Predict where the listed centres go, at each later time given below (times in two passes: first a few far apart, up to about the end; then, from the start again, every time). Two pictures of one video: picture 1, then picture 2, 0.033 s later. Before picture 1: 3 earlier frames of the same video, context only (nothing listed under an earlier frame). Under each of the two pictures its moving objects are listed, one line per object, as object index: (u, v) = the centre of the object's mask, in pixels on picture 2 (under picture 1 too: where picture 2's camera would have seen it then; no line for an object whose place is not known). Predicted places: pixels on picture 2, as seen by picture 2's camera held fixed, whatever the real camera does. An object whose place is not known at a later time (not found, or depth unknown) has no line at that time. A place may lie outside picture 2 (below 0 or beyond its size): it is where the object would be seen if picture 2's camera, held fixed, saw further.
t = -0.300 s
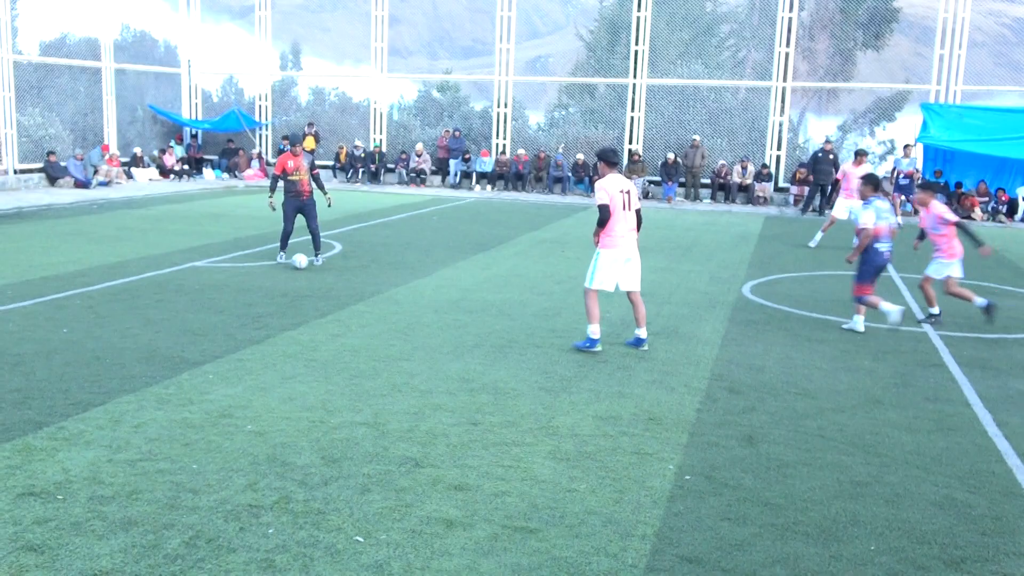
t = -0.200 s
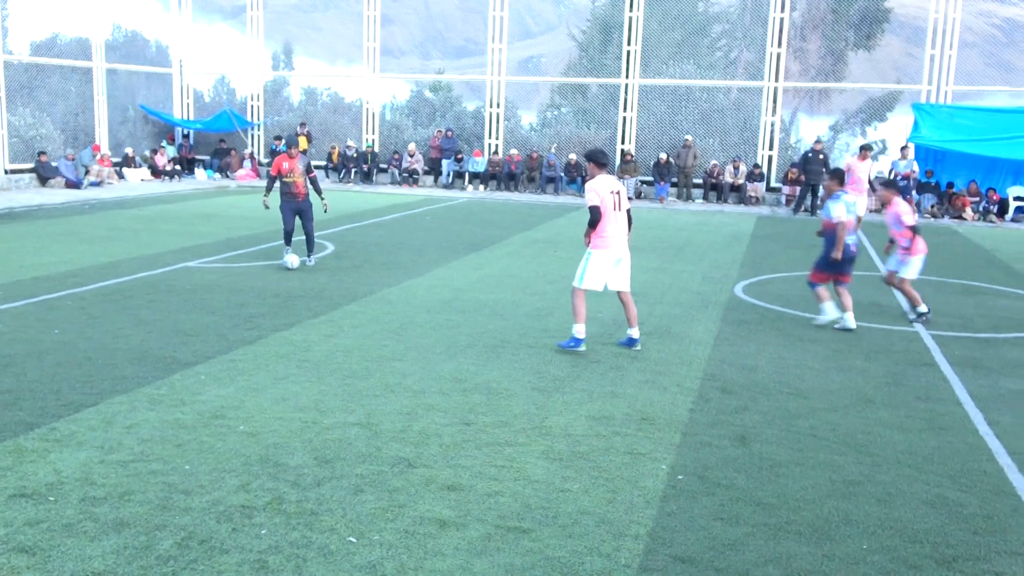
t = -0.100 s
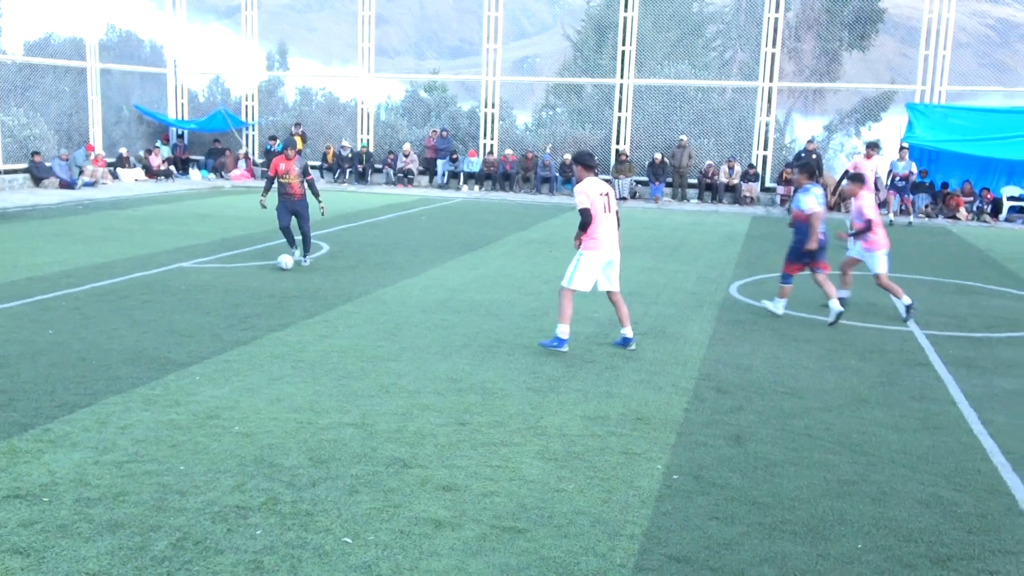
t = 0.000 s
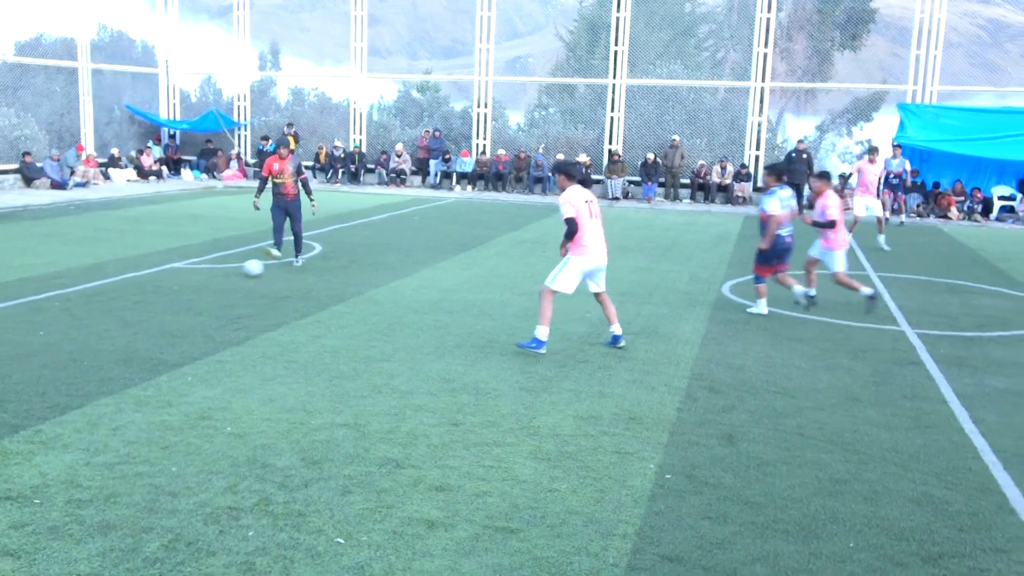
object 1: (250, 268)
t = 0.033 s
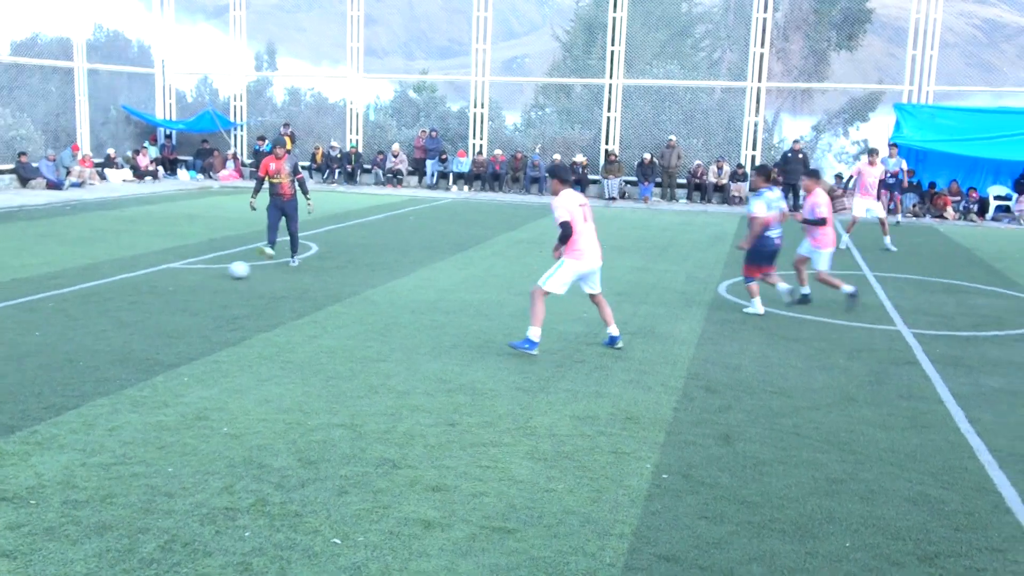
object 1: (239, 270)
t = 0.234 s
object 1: (174, 286)
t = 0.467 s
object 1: (96, 303)
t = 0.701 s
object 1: (3, 324)
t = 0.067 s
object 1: (228, 272)
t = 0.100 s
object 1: (217, 274)
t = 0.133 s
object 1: (207, 278)
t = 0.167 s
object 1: (196, 280)
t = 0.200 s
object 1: (185, 283)
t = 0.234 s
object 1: (174, 286)
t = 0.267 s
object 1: (163, 287)
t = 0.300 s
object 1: (153, 291)
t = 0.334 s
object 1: (142, 293)
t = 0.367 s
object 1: (131, 295)
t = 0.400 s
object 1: (120, 298)
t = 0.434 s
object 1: (108, 301)
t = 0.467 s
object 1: (96, 303)
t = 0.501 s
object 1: (84, 306)
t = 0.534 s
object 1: (72, 308)
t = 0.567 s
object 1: (59, 312)
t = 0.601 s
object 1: (46, 315)
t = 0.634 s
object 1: (31, 318)
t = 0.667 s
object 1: (18, 321)
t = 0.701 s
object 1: (3, 324)
